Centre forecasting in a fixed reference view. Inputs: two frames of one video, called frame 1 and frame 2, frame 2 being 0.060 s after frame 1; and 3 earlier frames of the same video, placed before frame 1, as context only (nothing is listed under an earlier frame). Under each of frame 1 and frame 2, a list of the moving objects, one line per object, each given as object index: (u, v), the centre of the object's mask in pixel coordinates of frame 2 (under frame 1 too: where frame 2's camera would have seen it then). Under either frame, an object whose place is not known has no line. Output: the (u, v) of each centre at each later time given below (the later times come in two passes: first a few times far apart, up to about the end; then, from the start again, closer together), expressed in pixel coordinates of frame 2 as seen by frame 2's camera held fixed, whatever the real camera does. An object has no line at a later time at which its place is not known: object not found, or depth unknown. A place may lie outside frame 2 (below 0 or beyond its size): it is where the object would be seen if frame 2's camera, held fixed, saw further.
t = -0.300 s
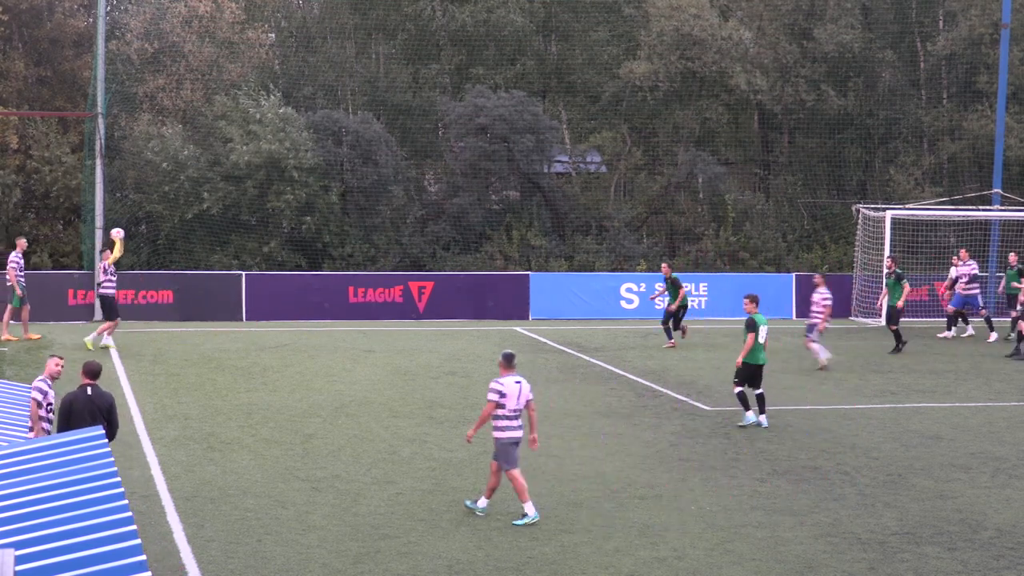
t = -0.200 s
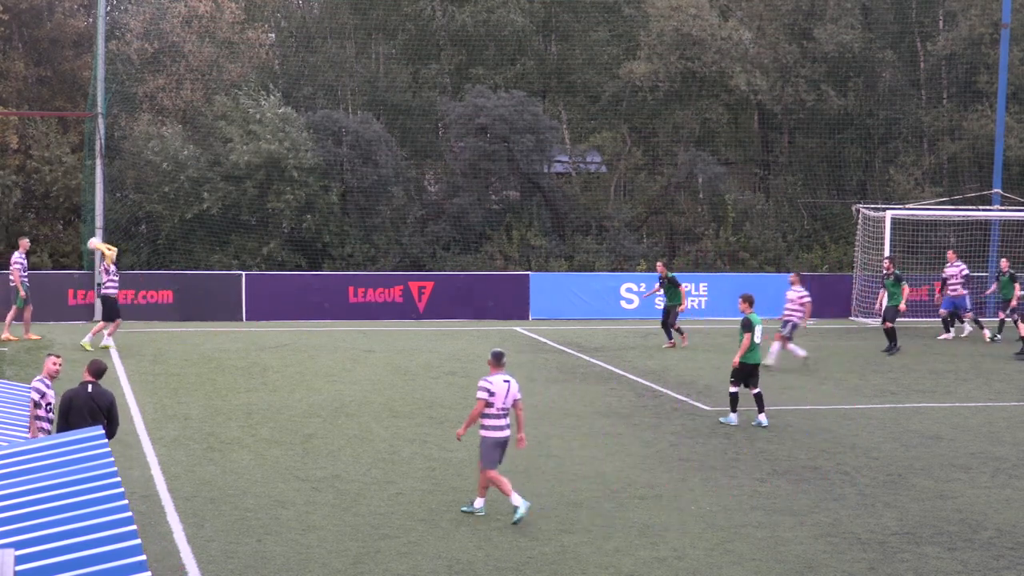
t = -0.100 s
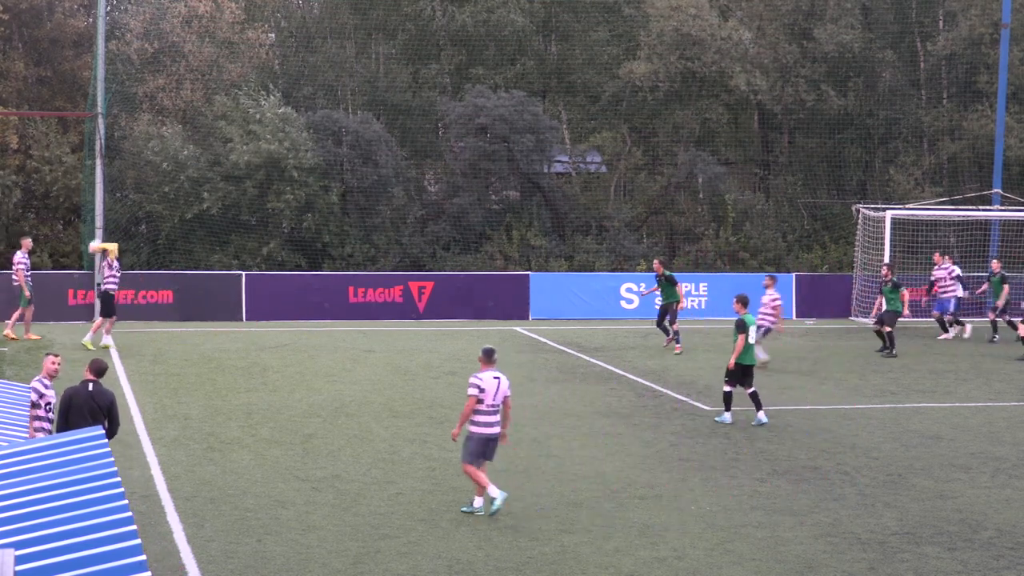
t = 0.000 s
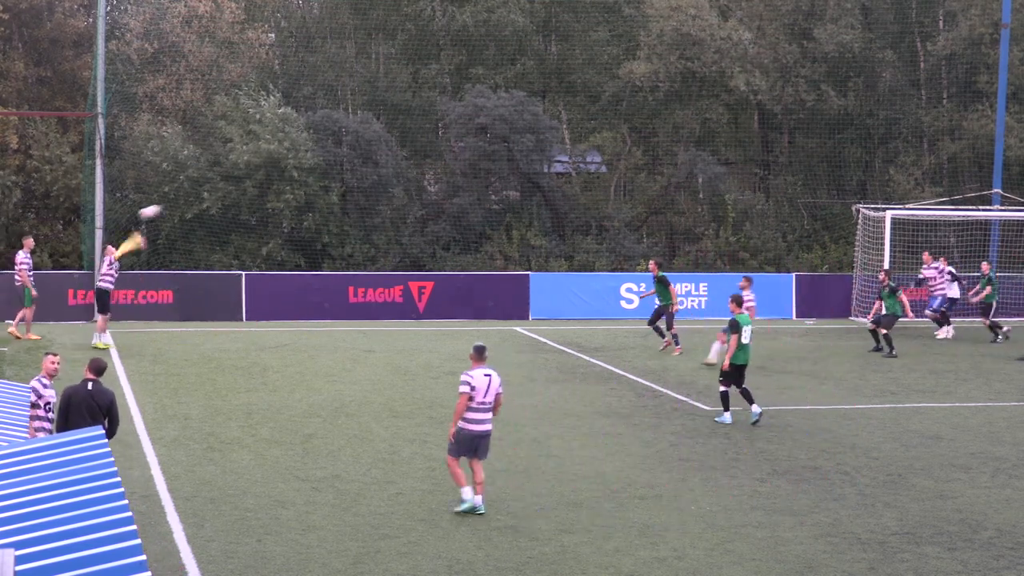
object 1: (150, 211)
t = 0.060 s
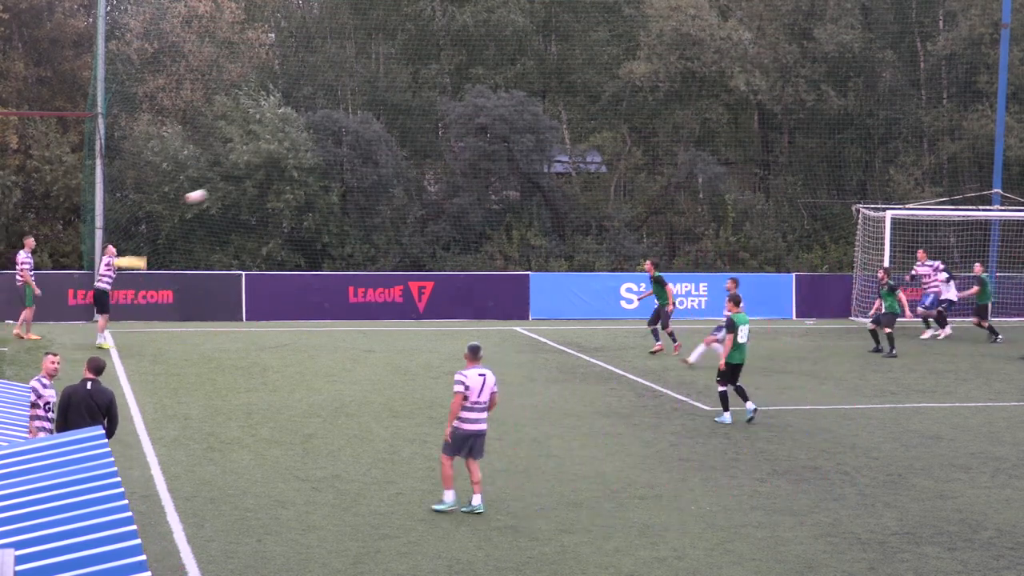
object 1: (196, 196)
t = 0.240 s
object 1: (329, 162)
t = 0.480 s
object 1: (498, 145)
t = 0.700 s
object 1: (640, 160)
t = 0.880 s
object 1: (749, 187)
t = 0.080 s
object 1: (209, 191)
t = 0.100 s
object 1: (227, 186)
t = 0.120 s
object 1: (241, 183)
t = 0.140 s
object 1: (255, 178)
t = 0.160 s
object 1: (270, 175)
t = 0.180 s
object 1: (286, 171)
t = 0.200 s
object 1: (300, 168)
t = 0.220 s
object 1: (315, 165)
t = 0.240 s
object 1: (329, 162)
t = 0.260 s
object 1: (344, 159)
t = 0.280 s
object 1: (358, 157)
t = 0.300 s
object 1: (373, 155)
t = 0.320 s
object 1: (387, 153)
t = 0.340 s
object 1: (401, 151)
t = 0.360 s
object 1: (415, 150)
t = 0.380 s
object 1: (430, 148)
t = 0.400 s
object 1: (444, 147)
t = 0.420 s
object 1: (457, 146)
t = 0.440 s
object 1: (471, 145)
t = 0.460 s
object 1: (485, 146)
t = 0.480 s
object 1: (498, 145)
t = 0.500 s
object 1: (512, 146)
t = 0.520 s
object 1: (525, 146)
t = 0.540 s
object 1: (538, 147)
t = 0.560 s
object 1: (551, 148)
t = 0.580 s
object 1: (563, 149)
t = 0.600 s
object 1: (577, 150)
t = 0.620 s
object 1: (589, 151)
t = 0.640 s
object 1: (602, 153)
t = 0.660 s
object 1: (615, 155)
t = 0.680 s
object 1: (627, 157)
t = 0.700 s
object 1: (640, 160)
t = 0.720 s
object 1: (652, 162)
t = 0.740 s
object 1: (665, 165)
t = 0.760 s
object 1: (678, 167)
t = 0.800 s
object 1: (702, 173)
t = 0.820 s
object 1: (713, 176)
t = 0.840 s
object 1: (725, 180)
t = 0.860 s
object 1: (737, 183)
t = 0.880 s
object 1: (749, 187)
